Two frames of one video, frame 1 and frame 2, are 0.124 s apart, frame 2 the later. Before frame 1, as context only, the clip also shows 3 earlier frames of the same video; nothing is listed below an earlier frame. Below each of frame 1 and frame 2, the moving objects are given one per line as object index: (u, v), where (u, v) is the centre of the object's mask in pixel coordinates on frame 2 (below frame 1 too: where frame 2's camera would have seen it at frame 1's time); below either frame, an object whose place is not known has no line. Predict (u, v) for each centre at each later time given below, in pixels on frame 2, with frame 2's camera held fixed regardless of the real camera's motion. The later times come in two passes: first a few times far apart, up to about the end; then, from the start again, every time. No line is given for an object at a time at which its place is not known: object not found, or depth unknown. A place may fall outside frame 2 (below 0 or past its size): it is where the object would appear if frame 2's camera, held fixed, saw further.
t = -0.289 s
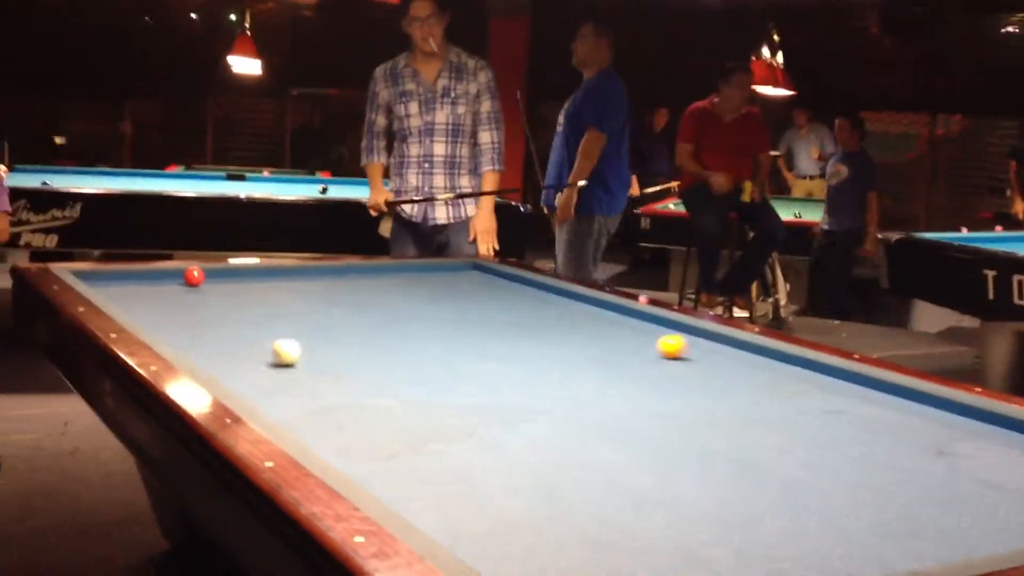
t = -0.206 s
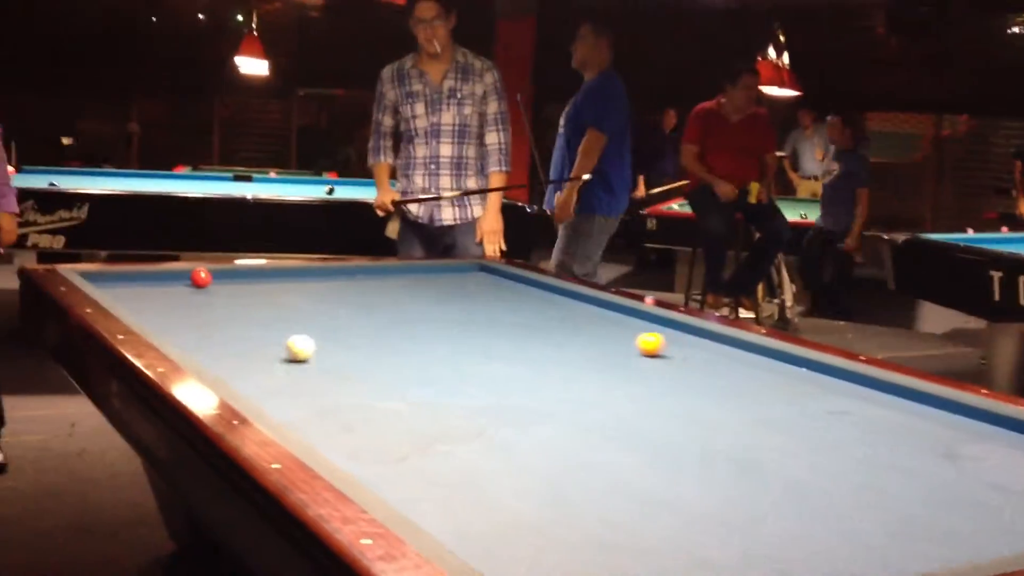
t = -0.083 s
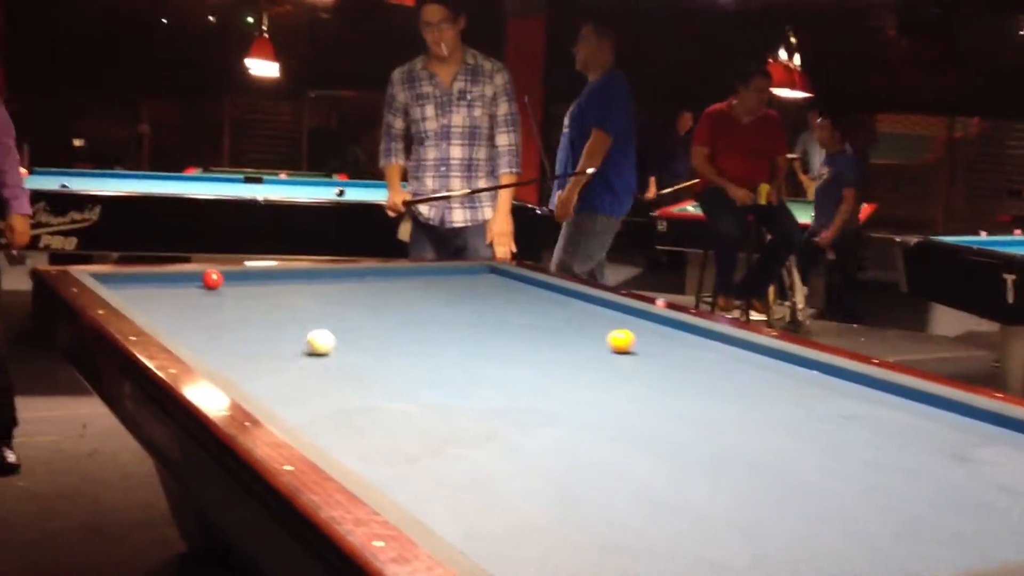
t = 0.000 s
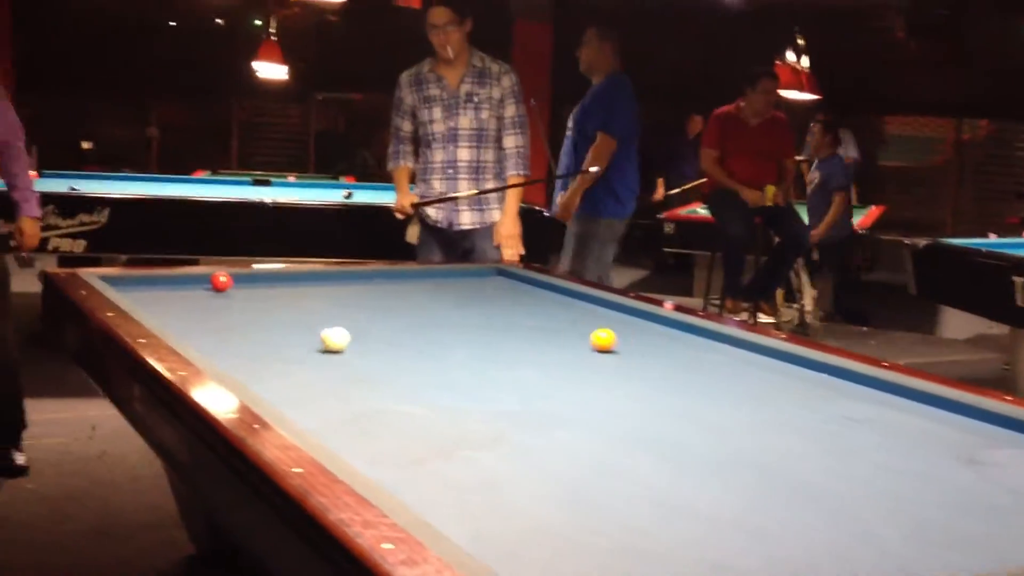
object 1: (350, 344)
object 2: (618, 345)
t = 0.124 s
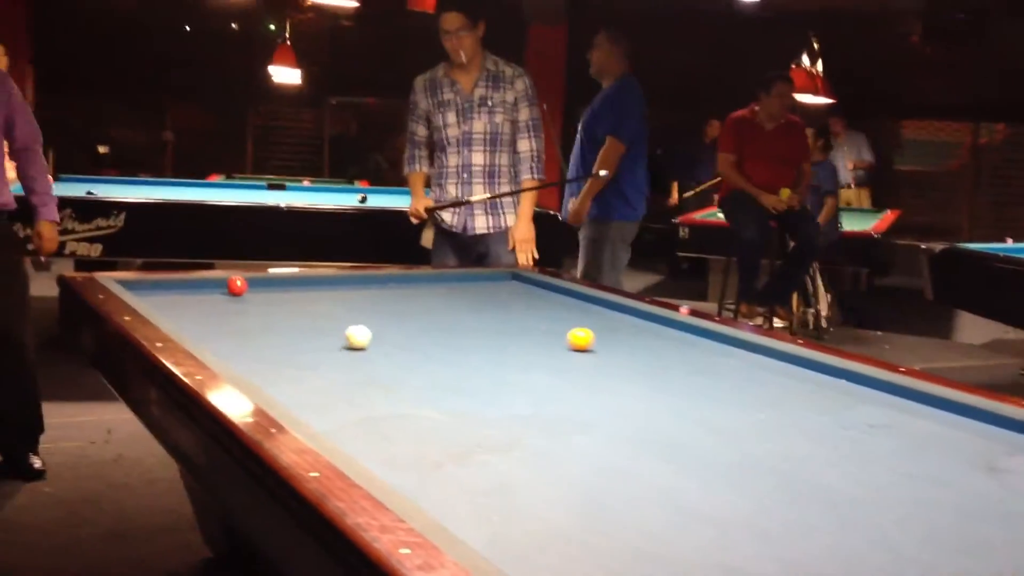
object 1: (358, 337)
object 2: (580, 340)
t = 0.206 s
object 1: (363, 333)
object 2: (557, 336)
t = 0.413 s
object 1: (375, 323)
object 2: (499, 328)
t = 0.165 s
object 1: (361, 335)
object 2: (568, 337)
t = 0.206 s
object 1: (363, 333)
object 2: (557, 336)
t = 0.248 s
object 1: (365, 331)
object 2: (545, 334)
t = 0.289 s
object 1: (369, 328)
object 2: (533, 333)
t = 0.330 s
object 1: (370, 327)
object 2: (521, 331)
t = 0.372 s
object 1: (373, 325)
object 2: (510, 330)
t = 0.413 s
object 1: (375, 323)
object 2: (499, 328)
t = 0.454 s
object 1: (378, 321)
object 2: (488, 326)
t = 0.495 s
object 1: (380, 319)
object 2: (477, 325)
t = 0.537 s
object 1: (382, 317)
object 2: (466, 324)
